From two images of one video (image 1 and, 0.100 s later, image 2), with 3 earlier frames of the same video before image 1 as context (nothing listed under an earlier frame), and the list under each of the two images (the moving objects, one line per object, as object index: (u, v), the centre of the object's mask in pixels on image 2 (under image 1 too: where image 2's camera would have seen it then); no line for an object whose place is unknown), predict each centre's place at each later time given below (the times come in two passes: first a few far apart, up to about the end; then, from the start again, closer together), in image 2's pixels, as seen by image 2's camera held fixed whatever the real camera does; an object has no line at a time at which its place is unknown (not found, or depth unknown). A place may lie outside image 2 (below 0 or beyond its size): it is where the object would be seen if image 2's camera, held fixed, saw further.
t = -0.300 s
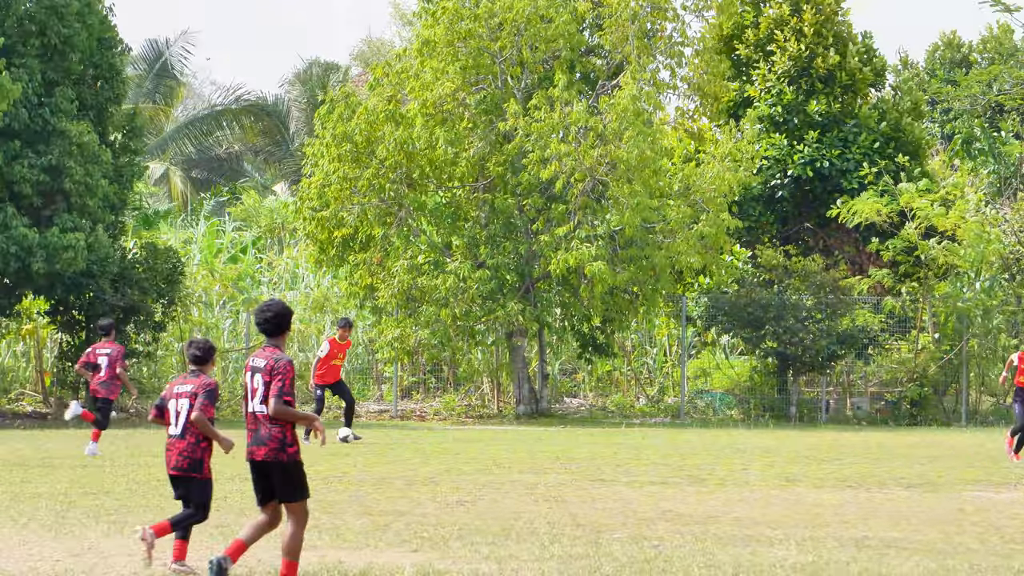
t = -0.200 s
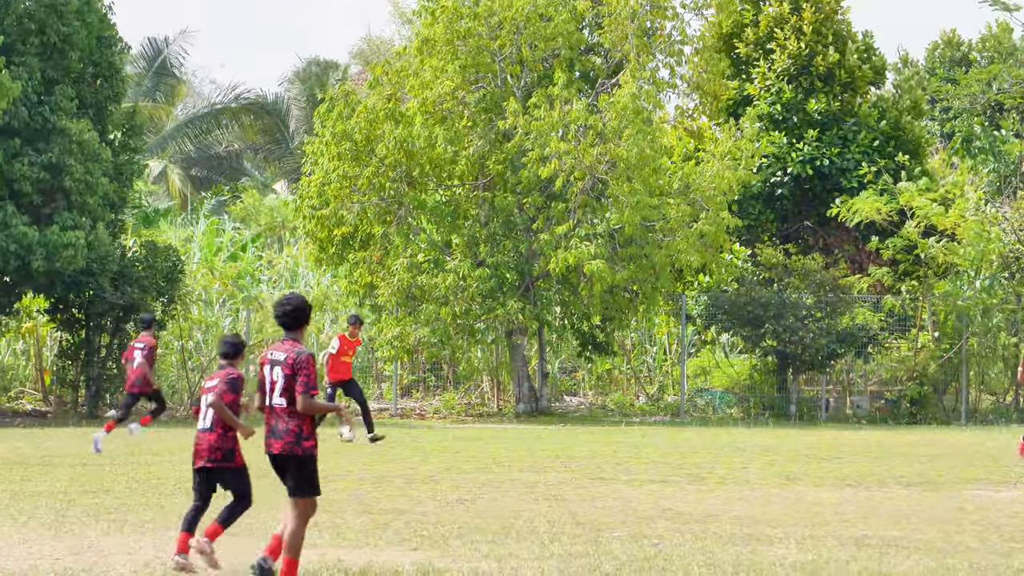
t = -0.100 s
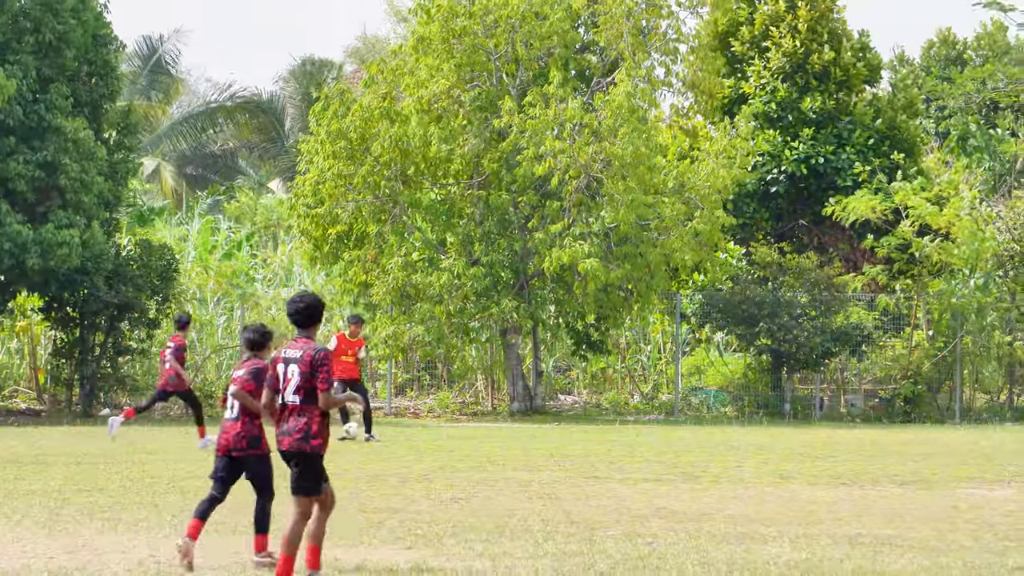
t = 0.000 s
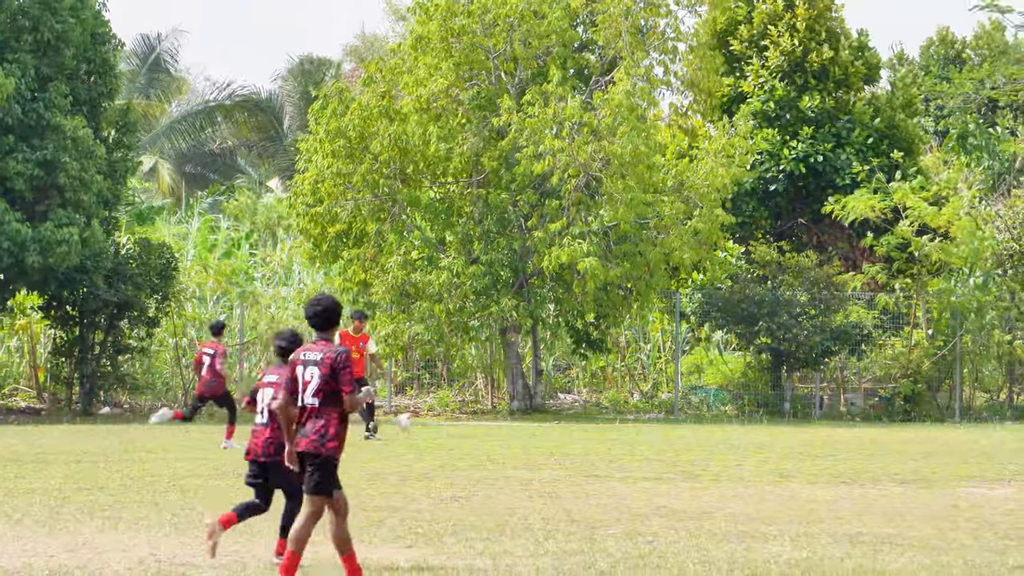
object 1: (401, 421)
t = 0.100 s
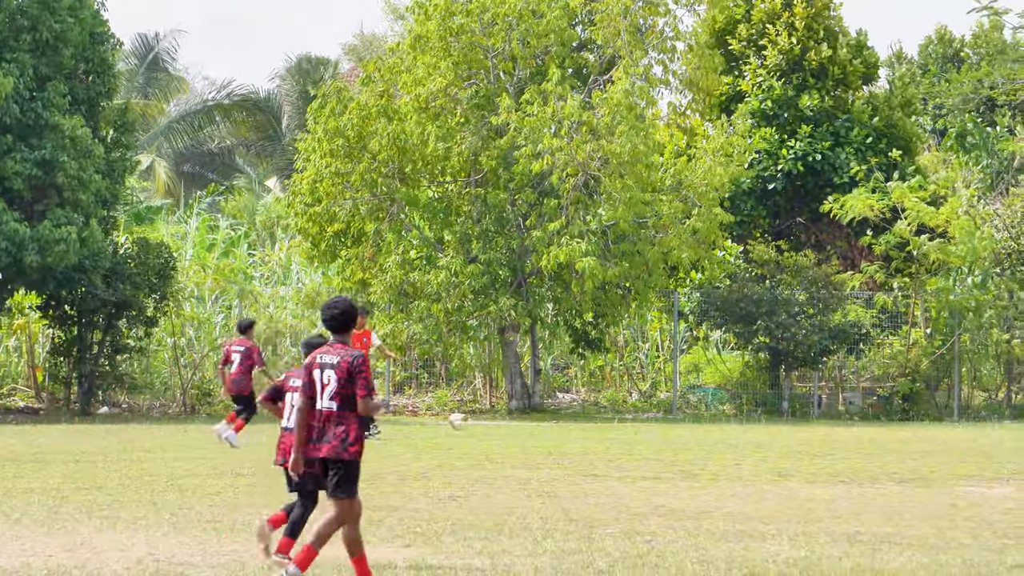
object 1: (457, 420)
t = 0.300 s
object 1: (569, 439)
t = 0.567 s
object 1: (689, 438)
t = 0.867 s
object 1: (792, 429)
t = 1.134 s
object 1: (876, 450)
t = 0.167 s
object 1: (494, 425)
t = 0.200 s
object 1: (514, 428)
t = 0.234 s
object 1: (533, 433)
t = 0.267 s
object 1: (551, 439)
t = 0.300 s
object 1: (569, 439)
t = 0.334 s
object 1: (583, 436)
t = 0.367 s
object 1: (597, 433)
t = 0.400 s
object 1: (613, 431)
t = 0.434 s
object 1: (628, 431)
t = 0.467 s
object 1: (644, 431)
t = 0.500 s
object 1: (659, 431)
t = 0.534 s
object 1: (674, 434)
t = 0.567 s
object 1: (689, 438)
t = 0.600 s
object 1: (704, 442)
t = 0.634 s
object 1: (720, 446)
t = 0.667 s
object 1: (730, 443)
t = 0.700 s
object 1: (742, 438)
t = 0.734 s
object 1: (750, 434)
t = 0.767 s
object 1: (761, 432)
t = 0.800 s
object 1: (771, 430)
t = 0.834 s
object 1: (781, 430)
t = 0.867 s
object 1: (792, 429)
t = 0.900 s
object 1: (801, 430)
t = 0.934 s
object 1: (809, 432)
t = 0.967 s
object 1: (820, 436)
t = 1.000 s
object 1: (832, 441)
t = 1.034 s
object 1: (844, 447)
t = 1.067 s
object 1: (855, 454)
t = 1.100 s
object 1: (866, 453)
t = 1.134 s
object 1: (876, 450)
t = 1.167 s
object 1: (885, 449)
